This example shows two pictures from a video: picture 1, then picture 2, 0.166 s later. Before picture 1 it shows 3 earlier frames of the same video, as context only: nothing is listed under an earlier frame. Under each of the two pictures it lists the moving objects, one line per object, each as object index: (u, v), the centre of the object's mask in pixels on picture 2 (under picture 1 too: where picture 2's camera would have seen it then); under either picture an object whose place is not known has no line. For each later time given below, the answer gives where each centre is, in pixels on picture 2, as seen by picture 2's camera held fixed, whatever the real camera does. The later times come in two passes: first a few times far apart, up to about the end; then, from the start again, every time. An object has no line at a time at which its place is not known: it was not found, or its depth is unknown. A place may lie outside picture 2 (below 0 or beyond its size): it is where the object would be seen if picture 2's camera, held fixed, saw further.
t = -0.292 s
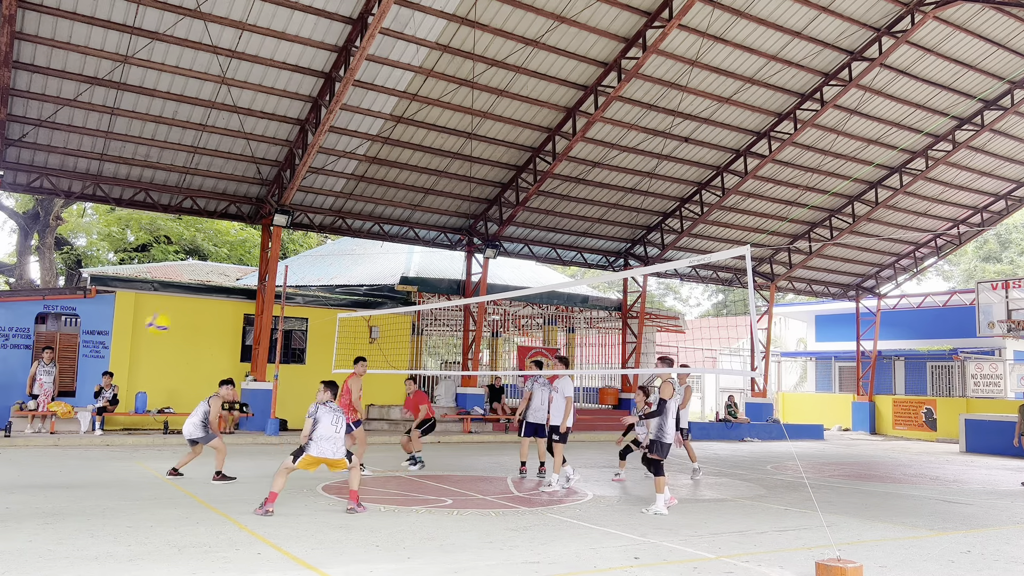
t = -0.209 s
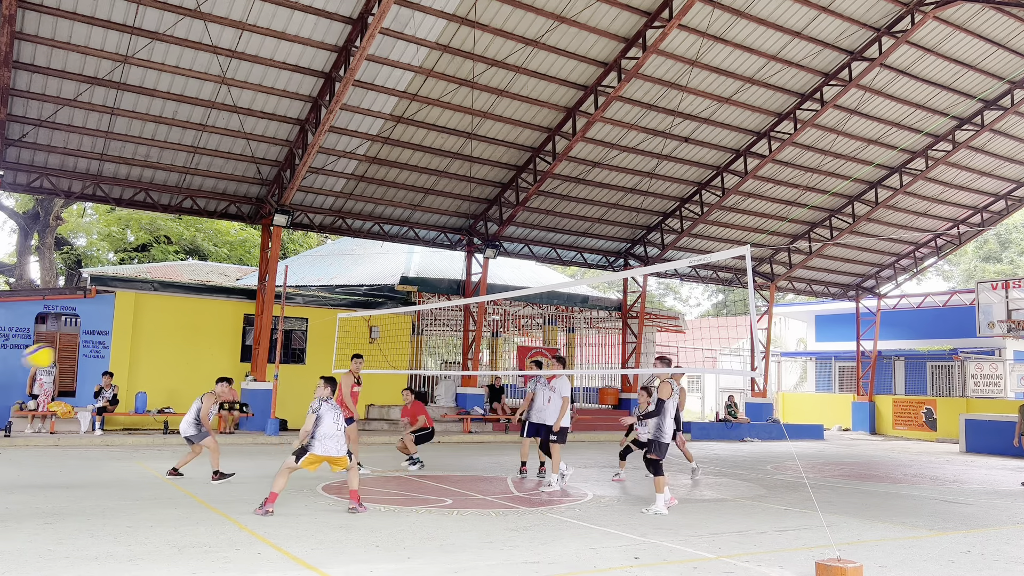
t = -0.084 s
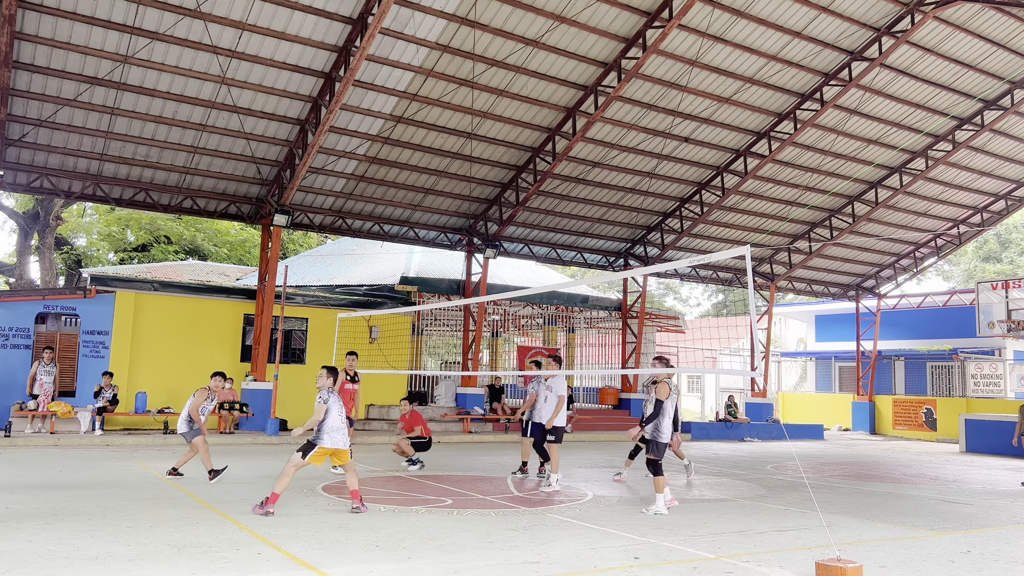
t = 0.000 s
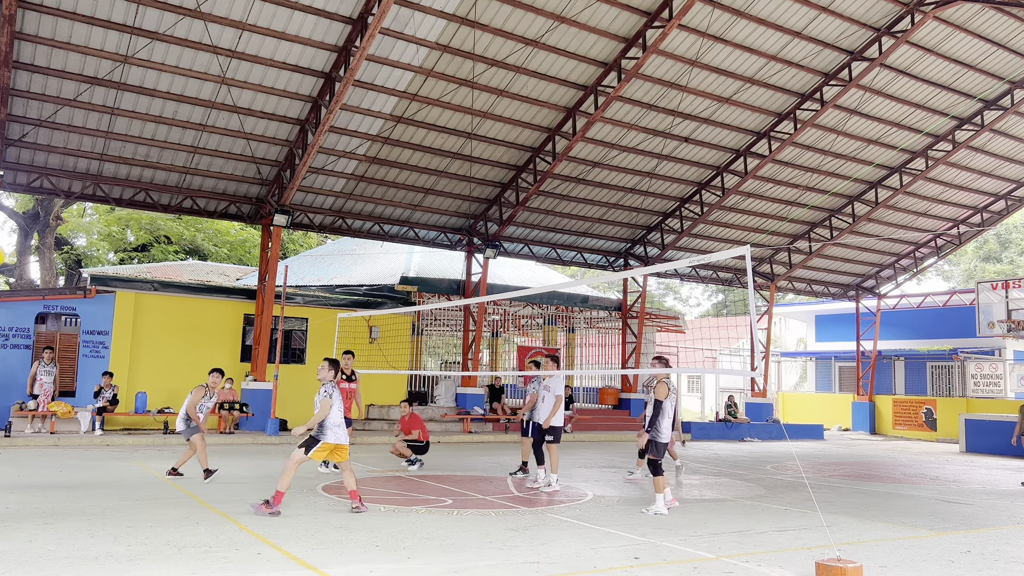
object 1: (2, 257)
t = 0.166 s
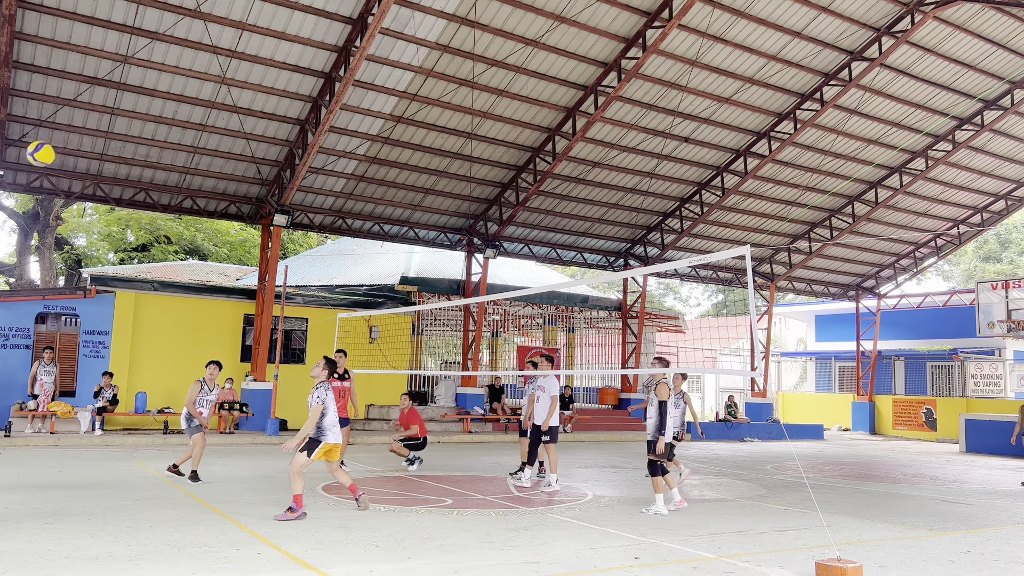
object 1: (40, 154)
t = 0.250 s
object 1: (62, 120)
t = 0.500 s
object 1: (113, 66)
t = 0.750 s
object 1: (150, 75)
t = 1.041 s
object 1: (181, 148)
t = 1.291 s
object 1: (202, 256)
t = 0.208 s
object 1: (52, 135)
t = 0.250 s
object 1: (62, 120)
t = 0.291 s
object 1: (72, 106)
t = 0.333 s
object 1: (81, 94)
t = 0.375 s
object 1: (90, 84)
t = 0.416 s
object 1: (98, 77)
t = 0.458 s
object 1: (106, 71)
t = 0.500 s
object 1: (113, 66)
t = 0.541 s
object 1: (120, 64)
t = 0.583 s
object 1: (127, 63)
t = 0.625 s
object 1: (133, 64)
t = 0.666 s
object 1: (138, 66)
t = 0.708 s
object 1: (144, 70)
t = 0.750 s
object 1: (150, 75)
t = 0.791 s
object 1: (155, 82)
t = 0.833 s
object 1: (159, 89)
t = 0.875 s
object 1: (164, 99)
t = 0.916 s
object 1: (169, 109)
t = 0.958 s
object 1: (173, 121)
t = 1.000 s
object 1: (177, 134)
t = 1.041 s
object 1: (181, 148)
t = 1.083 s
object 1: (185, 163)
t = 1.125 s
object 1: (189, 180)
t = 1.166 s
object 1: (192, 197)
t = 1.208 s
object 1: (195, 216)
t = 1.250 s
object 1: (198, 236)
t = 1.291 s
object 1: (202, 256)
